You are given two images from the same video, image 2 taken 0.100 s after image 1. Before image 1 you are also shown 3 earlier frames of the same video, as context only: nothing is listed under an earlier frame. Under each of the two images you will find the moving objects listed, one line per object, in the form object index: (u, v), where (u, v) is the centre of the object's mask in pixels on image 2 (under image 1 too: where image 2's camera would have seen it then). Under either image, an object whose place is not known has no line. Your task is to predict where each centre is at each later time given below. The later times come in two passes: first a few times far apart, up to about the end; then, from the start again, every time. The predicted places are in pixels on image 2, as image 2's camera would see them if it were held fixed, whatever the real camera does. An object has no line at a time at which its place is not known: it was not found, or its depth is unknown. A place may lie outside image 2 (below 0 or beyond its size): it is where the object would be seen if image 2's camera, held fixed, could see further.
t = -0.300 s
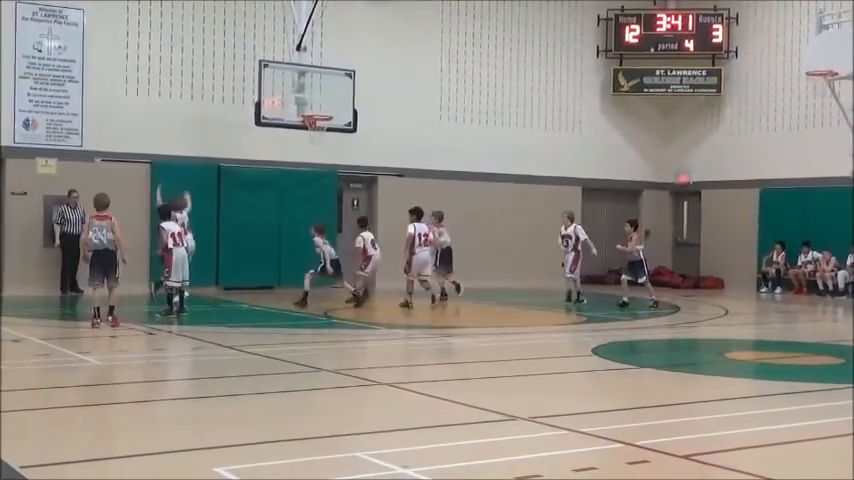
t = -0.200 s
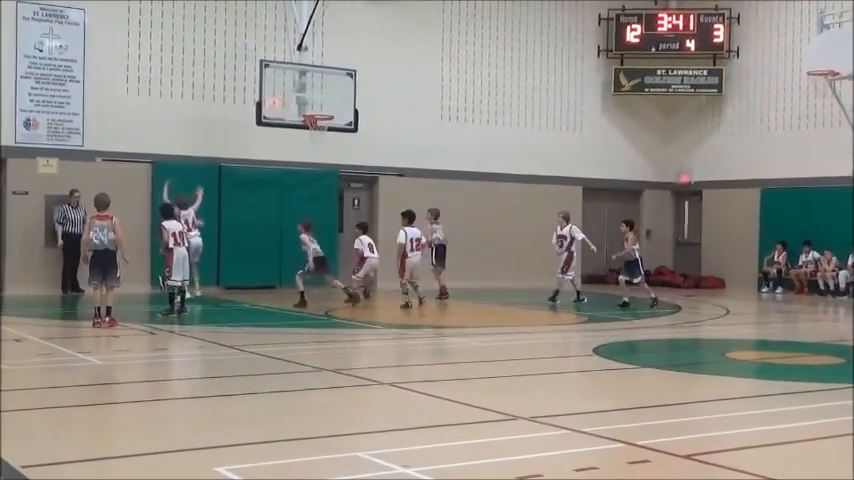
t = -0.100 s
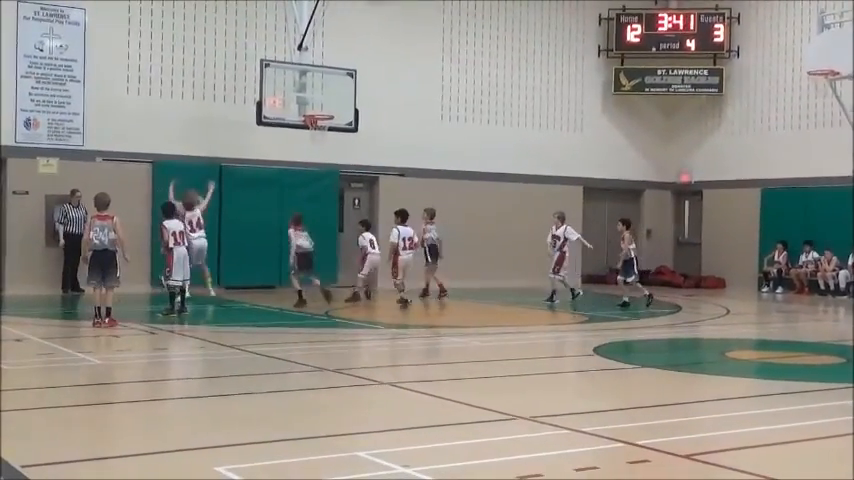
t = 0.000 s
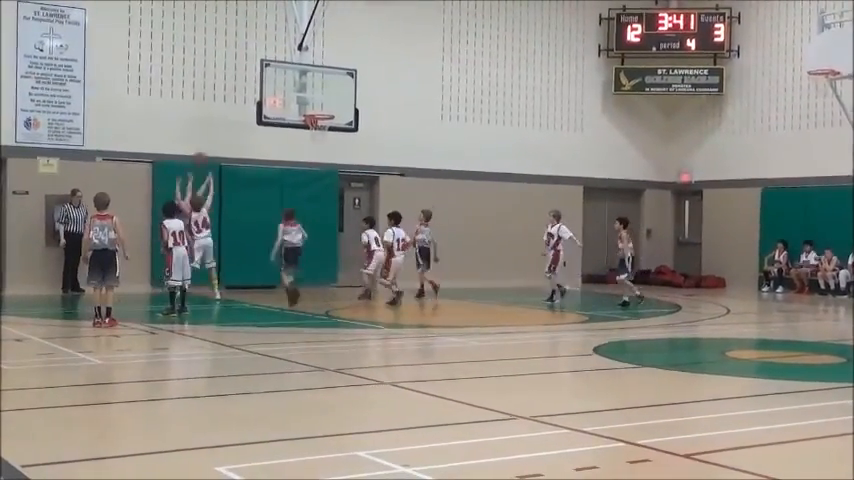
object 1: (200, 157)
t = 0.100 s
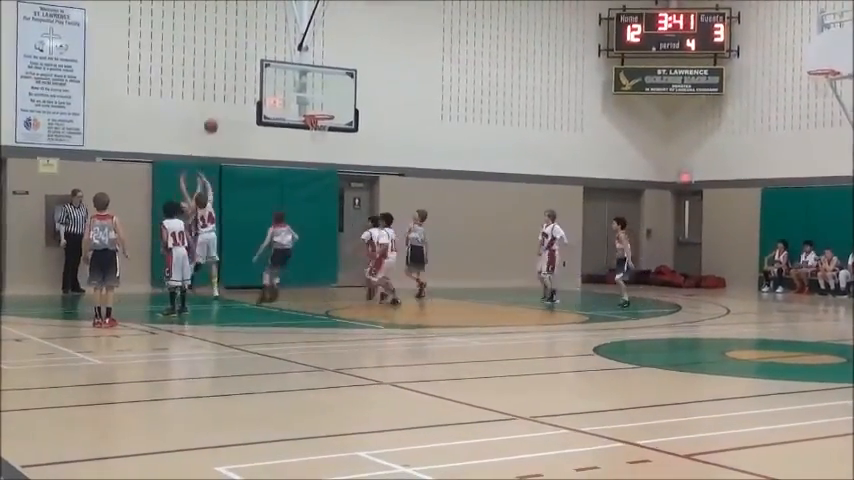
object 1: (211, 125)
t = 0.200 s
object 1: (221, 100)
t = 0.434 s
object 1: (243, 64)
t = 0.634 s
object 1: (261, 60)
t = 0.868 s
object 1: (282, 84)
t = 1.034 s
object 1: (295, 119)
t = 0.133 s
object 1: (214, 117)
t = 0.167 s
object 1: (217, 108)
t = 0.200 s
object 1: (221, 100)
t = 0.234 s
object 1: (224, 93)
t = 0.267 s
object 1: (228, 86)
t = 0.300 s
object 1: (231, 81)
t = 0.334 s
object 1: (234, 76)
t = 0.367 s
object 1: (237, 71)
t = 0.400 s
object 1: (240, 67)
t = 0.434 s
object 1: (243, 64)
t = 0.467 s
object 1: (246, 61)
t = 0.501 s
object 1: (249, 60)
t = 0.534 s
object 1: (252, 59)
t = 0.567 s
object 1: (255, 58)
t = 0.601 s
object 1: (258, 59)
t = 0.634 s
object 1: (261, 60)
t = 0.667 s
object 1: (264, 61)
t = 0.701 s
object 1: (266, 64)
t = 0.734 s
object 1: (270, 66)
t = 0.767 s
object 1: (273, 70)
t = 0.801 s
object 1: (276, 74)
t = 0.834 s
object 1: (279, 79)
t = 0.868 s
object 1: (282, 84)
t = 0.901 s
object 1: (284, 91)
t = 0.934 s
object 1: (287, 98)
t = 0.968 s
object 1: (289, 105)
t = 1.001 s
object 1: (292, 113)
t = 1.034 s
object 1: (295, 119)
